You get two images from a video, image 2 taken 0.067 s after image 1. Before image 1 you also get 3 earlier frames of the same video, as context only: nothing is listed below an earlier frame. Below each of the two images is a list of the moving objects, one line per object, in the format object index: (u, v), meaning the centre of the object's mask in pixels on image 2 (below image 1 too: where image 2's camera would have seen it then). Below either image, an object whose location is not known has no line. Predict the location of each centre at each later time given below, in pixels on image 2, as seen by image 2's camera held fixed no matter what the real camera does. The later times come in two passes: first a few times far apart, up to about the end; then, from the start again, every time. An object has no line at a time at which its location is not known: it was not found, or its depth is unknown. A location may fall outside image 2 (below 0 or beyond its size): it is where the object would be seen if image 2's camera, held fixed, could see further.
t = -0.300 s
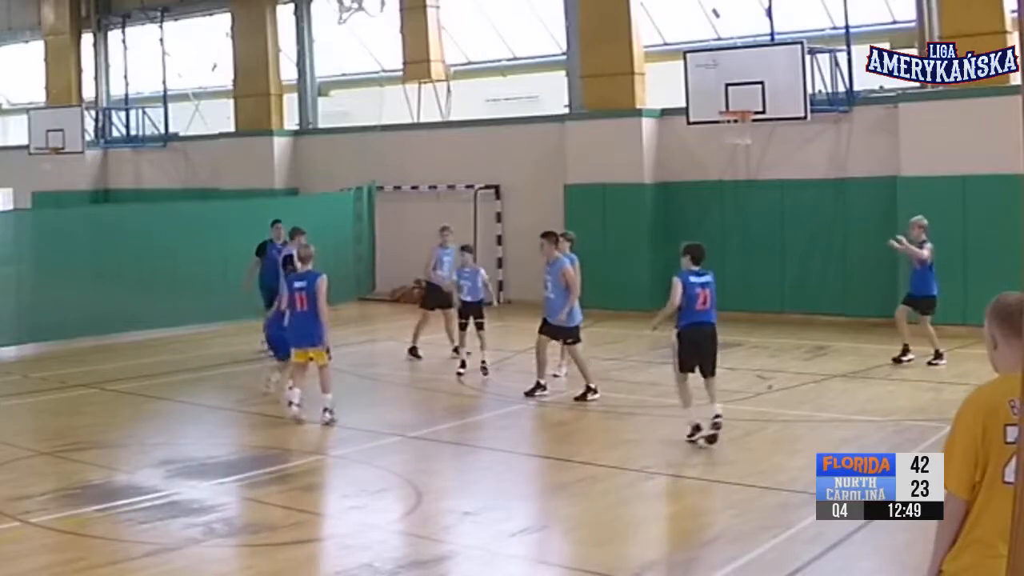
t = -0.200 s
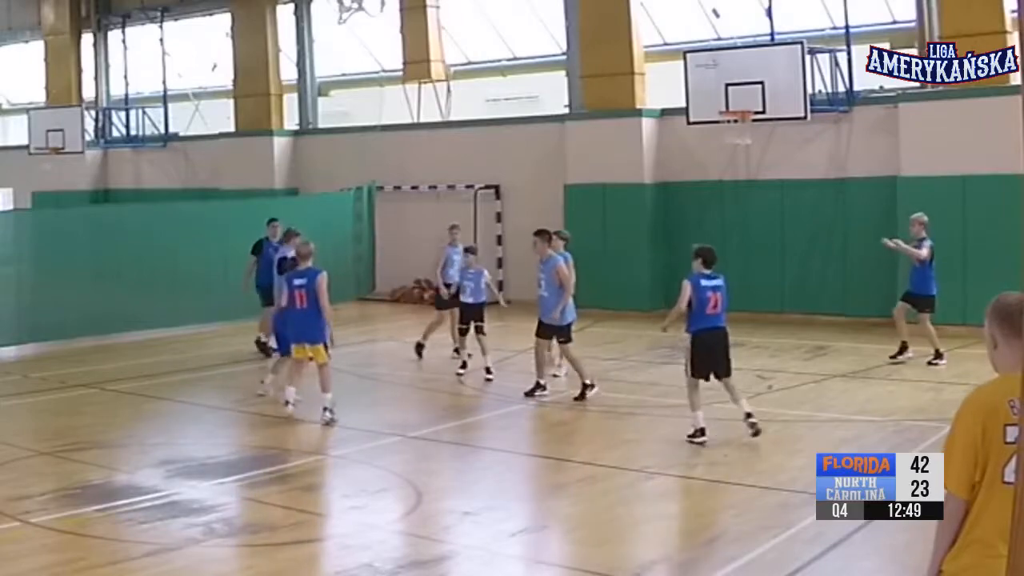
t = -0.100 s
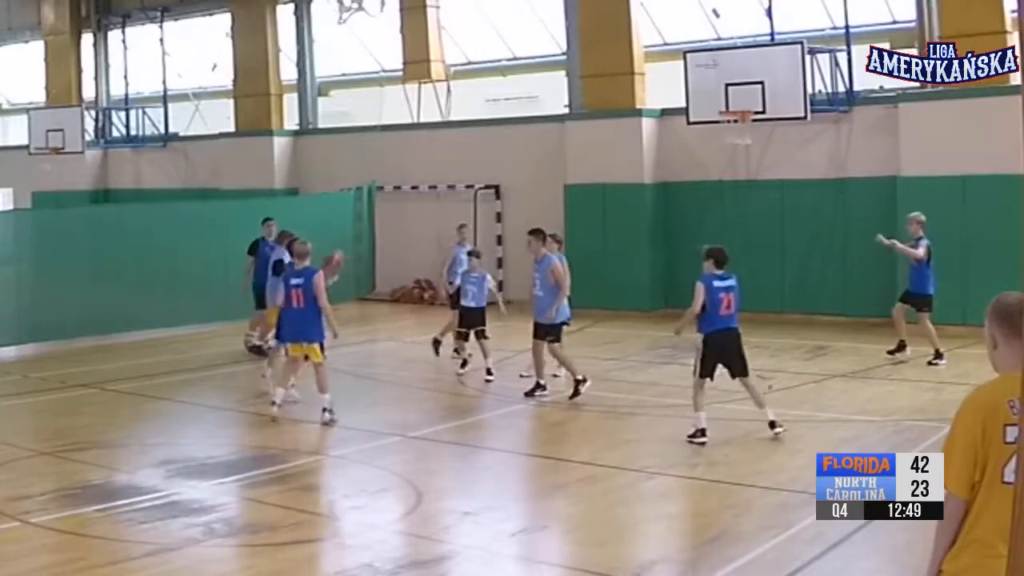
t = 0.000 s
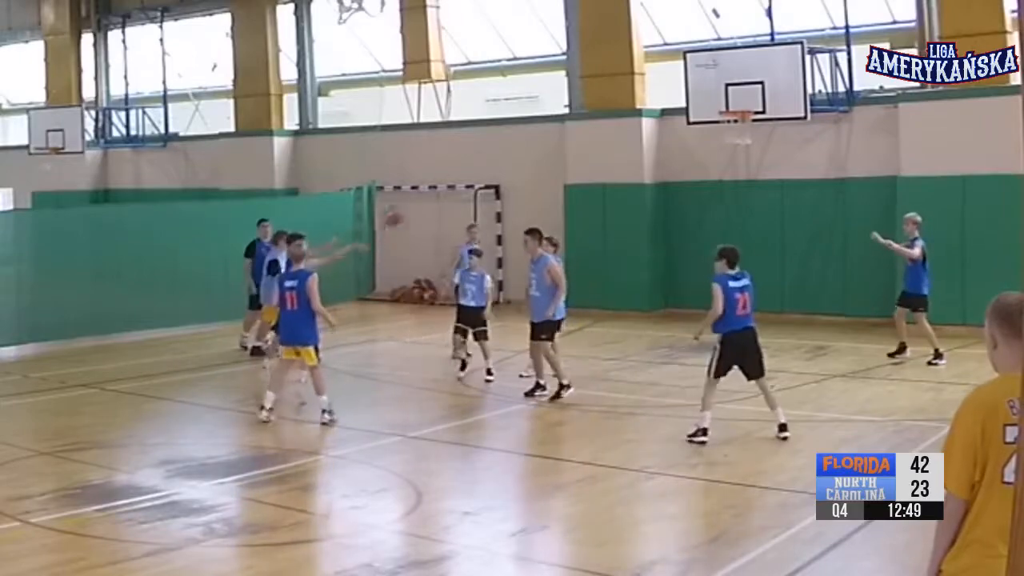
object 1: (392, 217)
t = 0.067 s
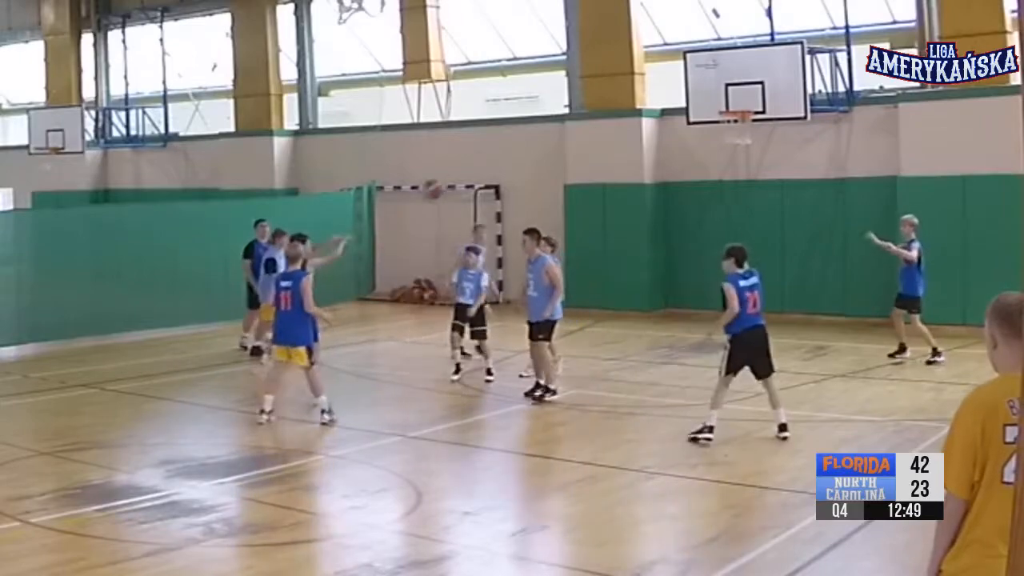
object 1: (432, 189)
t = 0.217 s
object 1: (519, 146)
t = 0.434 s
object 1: (638, 121)
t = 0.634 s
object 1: (738, 132)
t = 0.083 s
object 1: (442, 183)
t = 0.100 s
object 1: (452, 178)
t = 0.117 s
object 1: (461, 173)
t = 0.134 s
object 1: (471, 167)
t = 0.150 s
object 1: (480, 162)
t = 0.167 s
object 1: (490, 158)
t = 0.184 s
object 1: (499, 154)
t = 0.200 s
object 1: (509, 149)
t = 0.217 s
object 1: (519, 146)
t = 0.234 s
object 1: (528, 143)
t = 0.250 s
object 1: (538, 140)
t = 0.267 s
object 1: (547, 137)
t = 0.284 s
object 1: (556, 134)
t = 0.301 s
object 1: (565, 133)
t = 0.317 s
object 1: (574, 131)
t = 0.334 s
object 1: (584, 130)
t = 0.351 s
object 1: (593, 127)
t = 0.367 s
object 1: (603, 126)
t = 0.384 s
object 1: (612, 125)
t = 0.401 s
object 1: (622, 122)
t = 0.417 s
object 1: (631, 122)
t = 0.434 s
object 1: (638, 121)
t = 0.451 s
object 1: (647, 121)
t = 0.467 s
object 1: (656, 119)
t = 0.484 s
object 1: (665, 118)
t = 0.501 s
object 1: (673, 118)
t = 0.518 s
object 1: (681, 120)
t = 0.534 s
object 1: (689, 122)
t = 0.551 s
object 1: (697, 123)
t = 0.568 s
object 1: (706, 125)
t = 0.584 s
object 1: (714, 126)
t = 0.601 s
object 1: (723, 126)
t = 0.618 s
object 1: (730, 130)
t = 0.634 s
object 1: (738, 132)
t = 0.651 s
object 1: (746, 135)
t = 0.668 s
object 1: (754, 137)
